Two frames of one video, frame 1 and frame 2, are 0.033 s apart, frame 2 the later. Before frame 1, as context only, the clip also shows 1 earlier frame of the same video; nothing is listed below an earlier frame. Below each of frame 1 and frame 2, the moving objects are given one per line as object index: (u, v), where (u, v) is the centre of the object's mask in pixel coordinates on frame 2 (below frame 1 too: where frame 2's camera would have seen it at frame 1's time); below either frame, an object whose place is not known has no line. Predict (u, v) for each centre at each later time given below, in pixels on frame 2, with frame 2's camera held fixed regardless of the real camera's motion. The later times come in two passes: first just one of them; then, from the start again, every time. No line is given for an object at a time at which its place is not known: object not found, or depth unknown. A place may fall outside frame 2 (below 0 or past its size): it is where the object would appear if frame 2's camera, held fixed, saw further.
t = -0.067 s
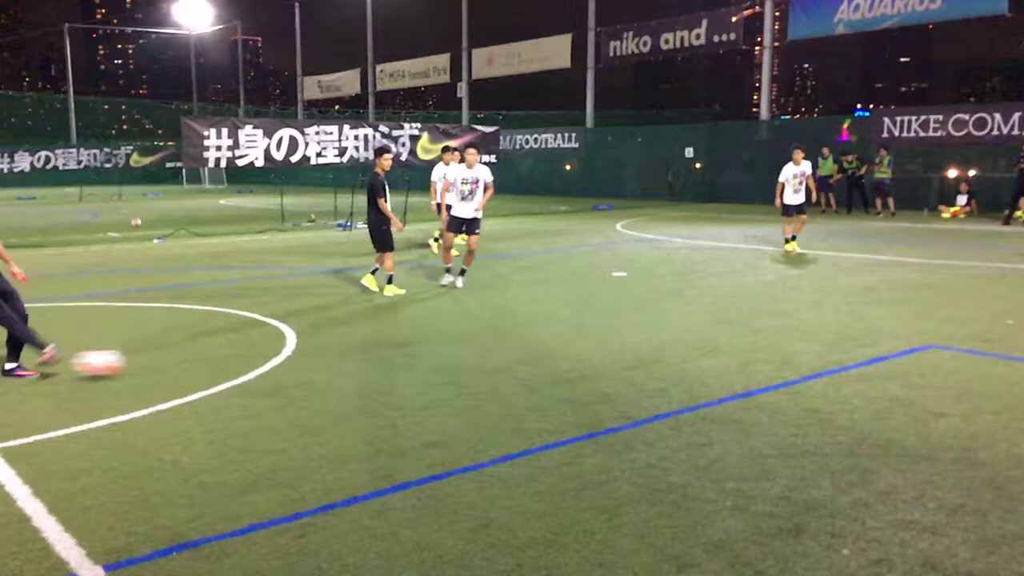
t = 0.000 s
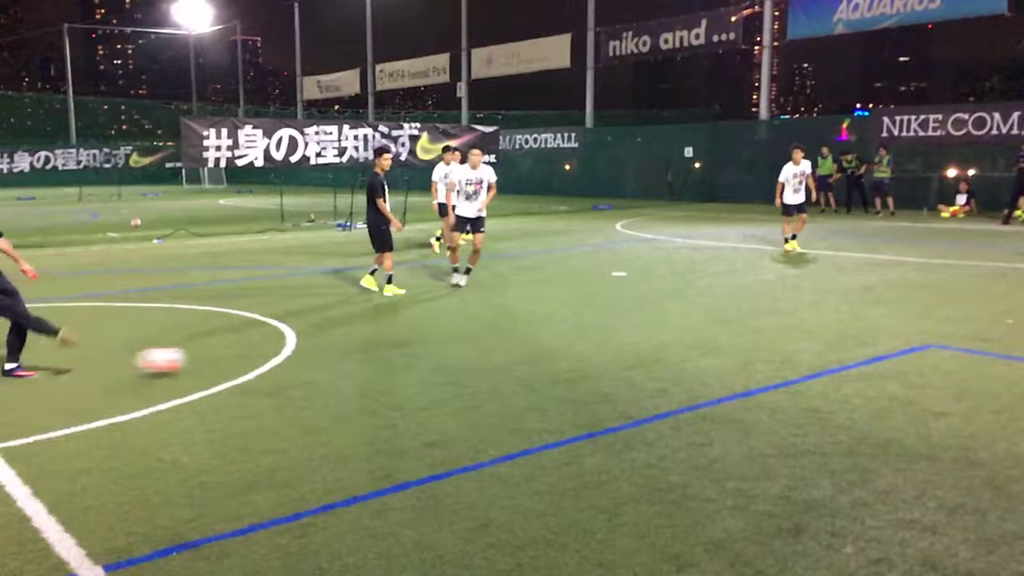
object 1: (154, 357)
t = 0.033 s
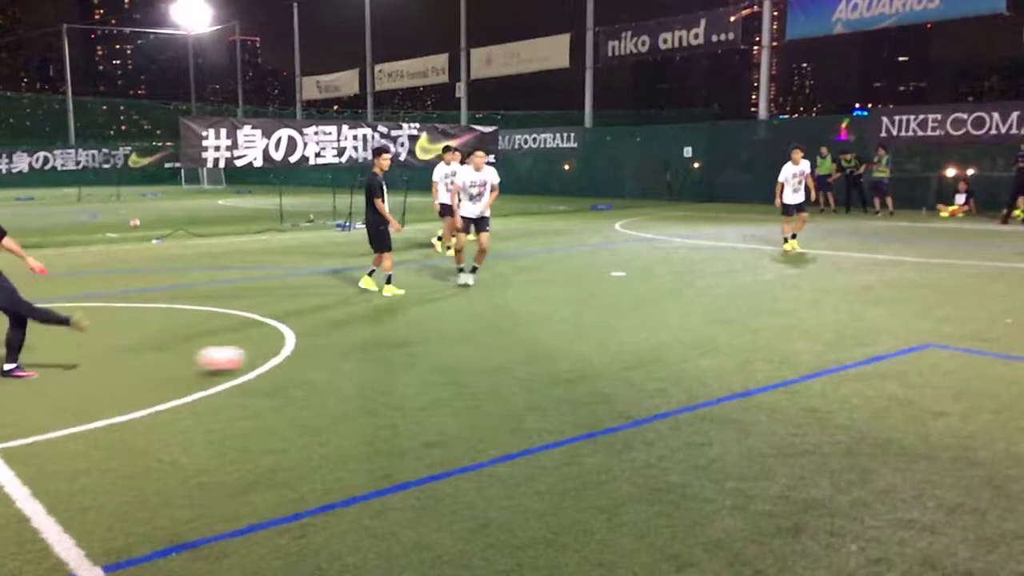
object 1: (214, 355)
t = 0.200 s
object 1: (496, 346)
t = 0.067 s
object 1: (274, 354)
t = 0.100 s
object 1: (334, 354)
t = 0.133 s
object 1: (386, 352)
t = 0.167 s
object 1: (444, 348)
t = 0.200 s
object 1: (496, 346)
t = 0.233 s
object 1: (544, 348)
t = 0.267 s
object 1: (596, 349)
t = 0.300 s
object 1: (645, 347)
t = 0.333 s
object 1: (691, 343)
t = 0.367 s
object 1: (736, 345)
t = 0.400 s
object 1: (780, 344)
